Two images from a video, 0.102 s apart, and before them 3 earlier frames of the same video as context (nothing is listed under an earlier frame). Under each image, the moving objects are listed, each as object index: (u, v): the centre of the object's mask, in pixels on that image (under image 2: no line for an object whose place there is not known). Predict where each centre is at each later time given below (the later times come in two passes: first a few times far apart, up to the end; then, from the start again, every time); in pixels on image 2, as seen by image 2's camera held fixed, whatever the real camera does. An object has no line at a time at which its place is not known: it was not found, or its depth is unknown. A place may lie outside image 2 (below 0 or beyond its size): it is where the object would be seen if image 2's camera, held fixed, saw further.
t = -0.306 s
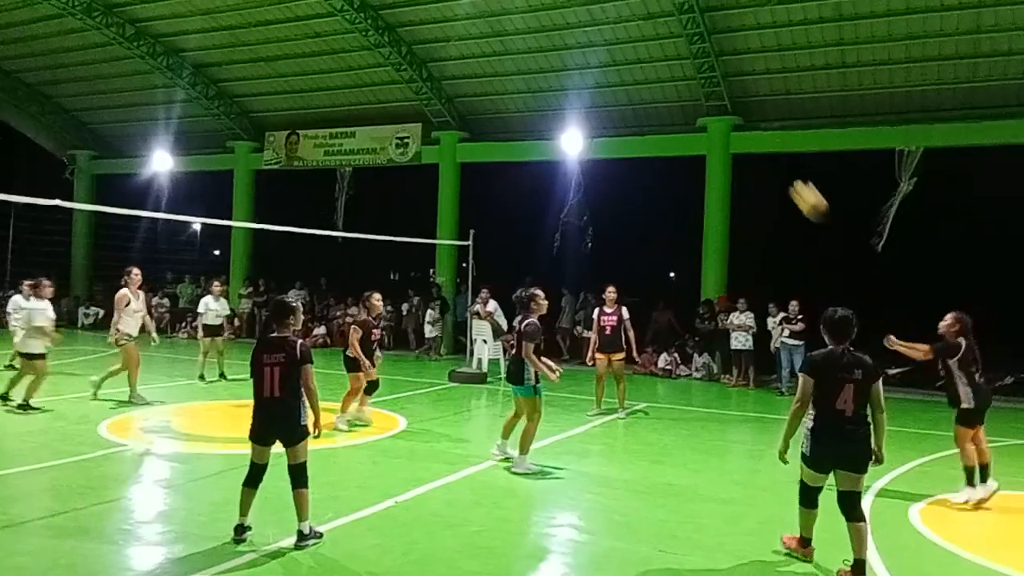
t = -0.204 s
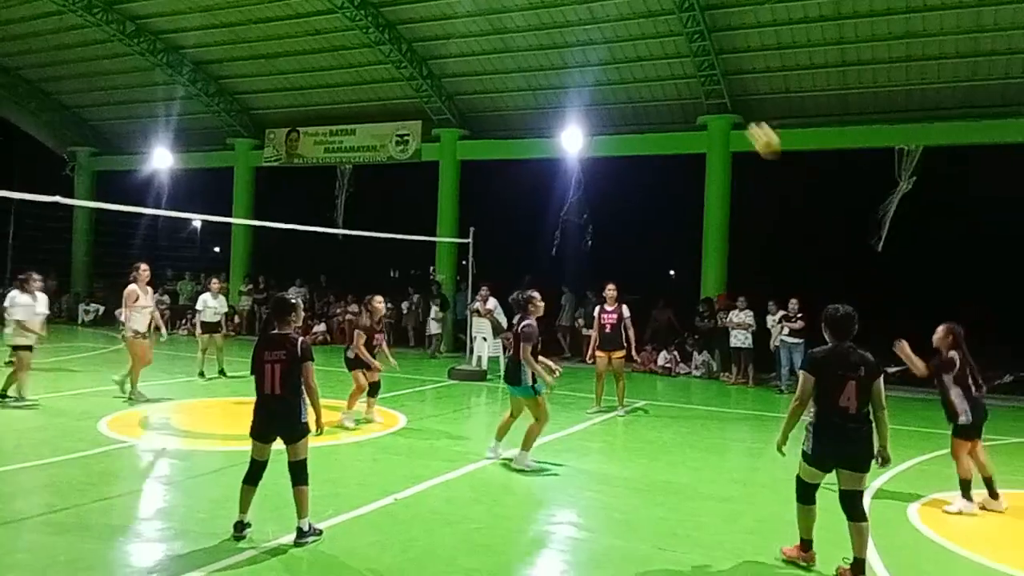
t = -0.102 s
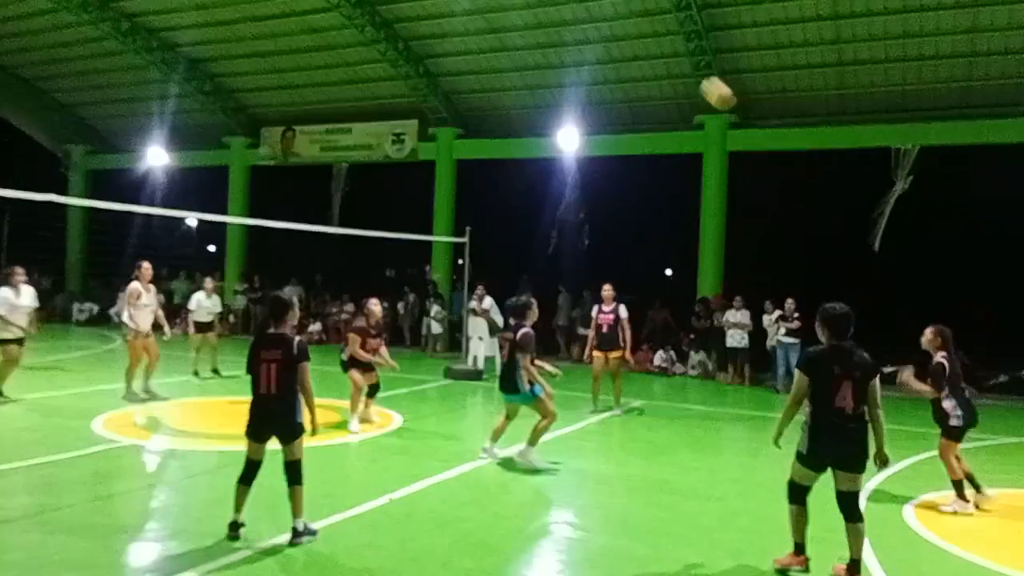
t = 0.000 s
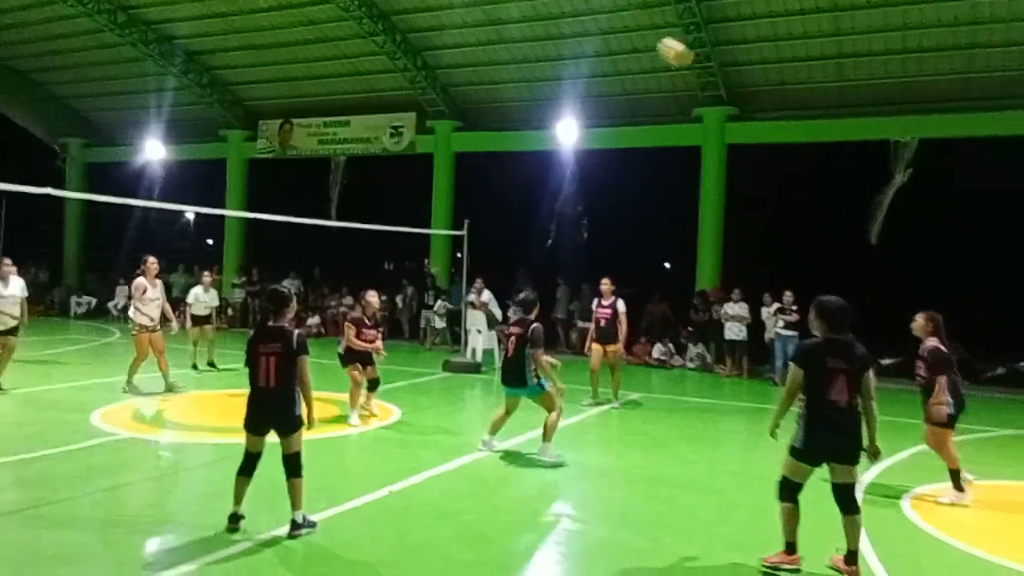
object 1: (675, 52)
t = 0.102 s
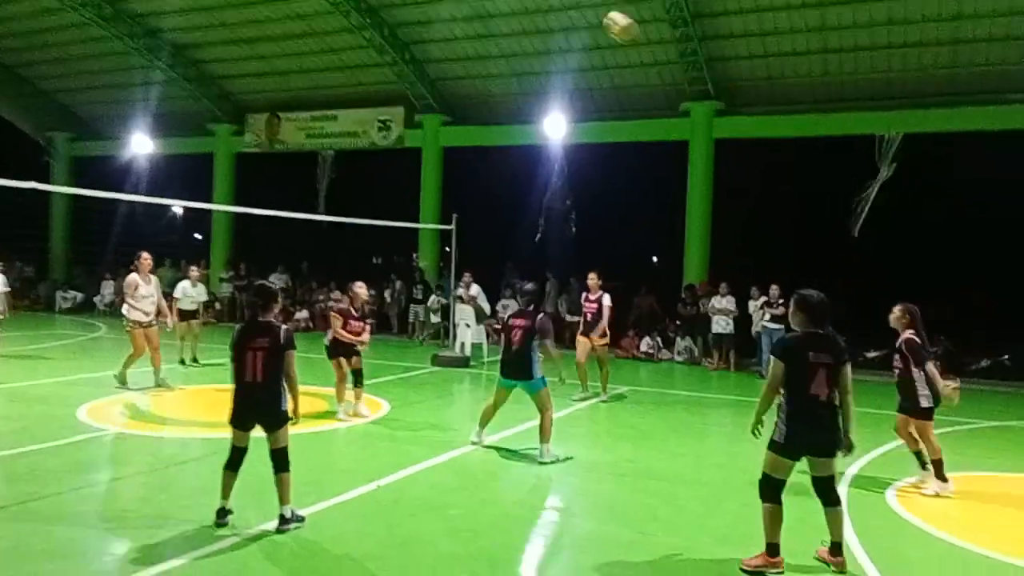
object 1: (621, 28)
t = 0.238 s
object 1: (568, 17)
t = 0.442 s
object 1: (488, 39)
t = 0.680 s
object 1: (403, 117)
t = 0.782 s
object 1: (365, 171)
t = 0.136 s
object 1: (607, 22)
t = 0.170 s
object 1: (594, 19)
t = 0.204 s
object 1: (580, 18)
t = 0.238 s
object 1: (568, 17)
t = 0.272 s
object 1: (555, 19)
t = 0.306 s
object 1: (541, 21)
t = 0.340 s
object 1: (528, 22)
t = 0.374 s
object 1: (515, 27)
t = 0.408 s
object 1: (502, 32)
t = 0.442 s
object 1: (488, 39)
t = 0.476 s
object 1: (475, 48)
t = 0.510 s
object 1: (462, 57)
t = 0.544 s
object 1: (448, 67)
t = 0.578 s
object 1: (437, 78)
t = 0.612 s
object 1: (425, 90)
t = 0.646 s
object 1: (414, 103)
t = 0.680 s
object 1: (403, 117)
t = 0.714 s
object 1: (390, 133)
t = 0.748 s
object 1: (377, 153)
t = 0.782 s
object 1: (365, 171)
